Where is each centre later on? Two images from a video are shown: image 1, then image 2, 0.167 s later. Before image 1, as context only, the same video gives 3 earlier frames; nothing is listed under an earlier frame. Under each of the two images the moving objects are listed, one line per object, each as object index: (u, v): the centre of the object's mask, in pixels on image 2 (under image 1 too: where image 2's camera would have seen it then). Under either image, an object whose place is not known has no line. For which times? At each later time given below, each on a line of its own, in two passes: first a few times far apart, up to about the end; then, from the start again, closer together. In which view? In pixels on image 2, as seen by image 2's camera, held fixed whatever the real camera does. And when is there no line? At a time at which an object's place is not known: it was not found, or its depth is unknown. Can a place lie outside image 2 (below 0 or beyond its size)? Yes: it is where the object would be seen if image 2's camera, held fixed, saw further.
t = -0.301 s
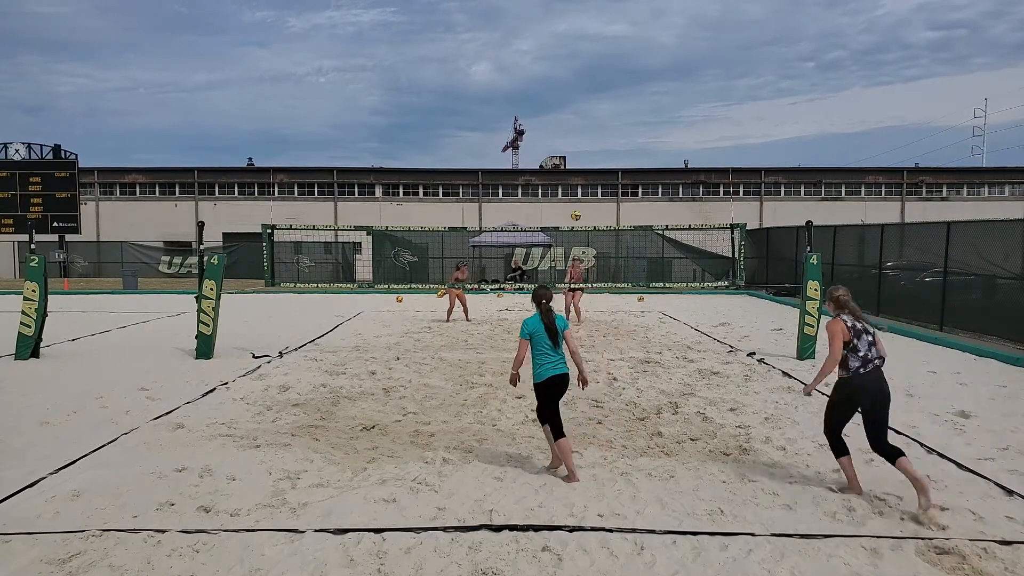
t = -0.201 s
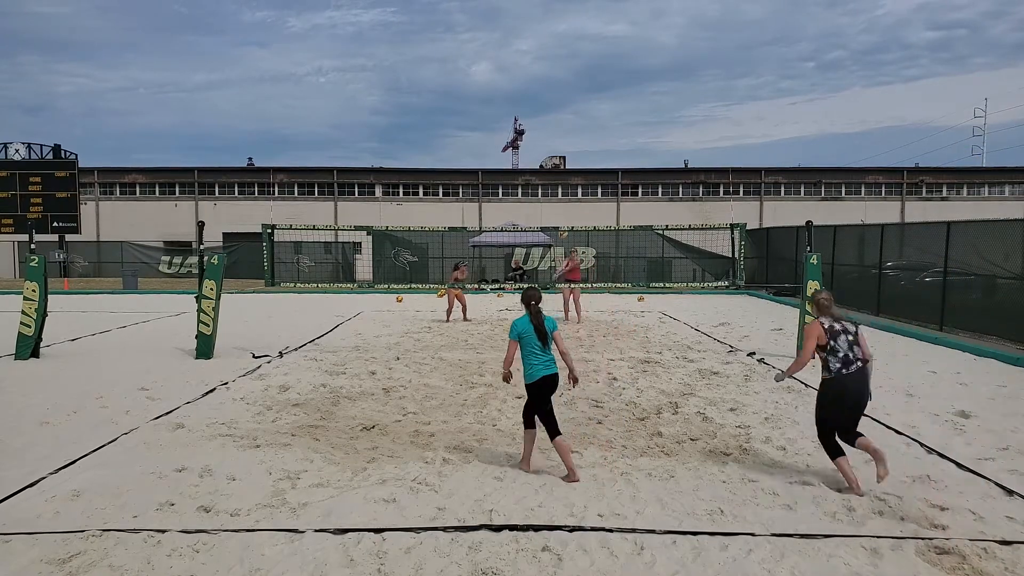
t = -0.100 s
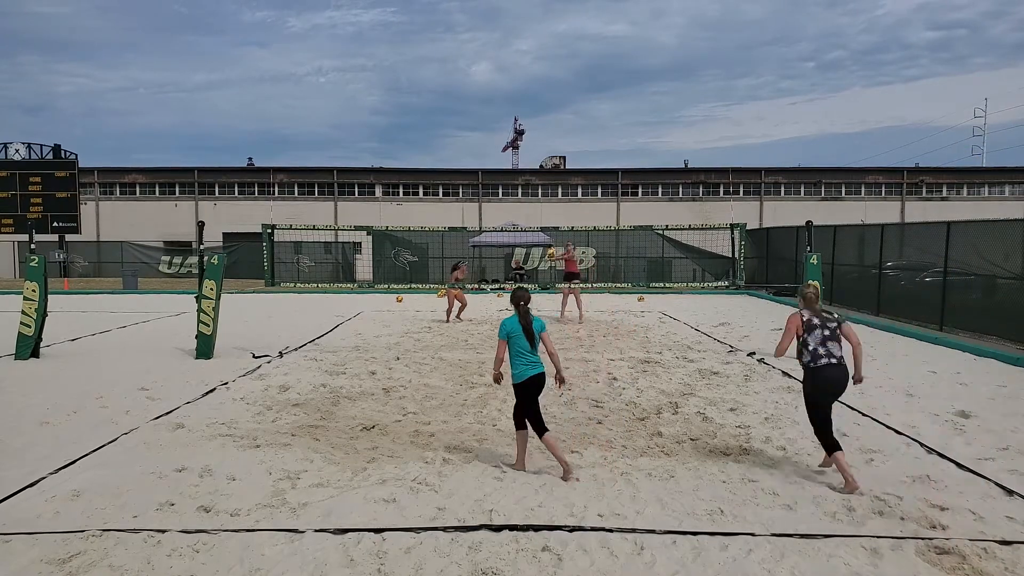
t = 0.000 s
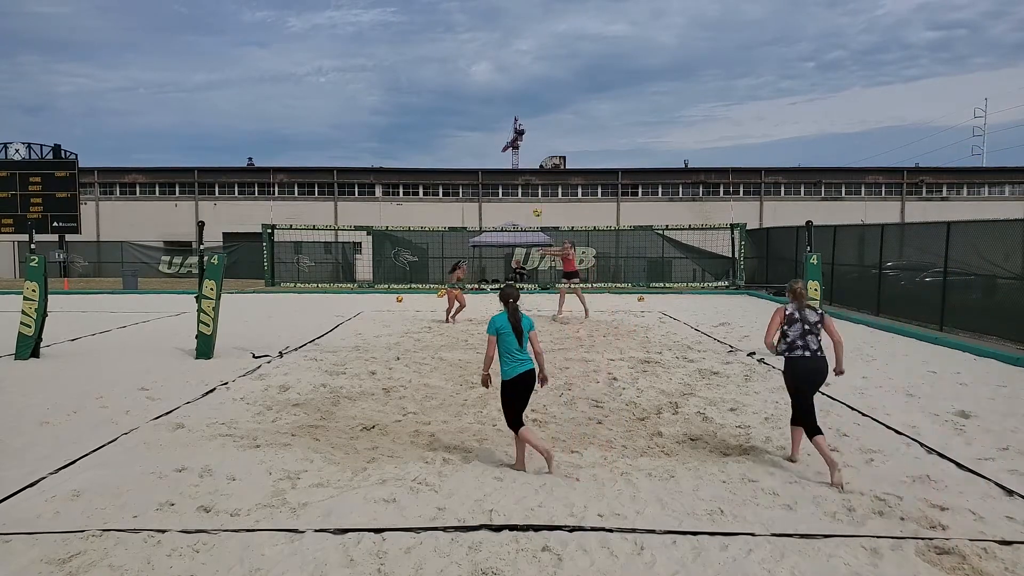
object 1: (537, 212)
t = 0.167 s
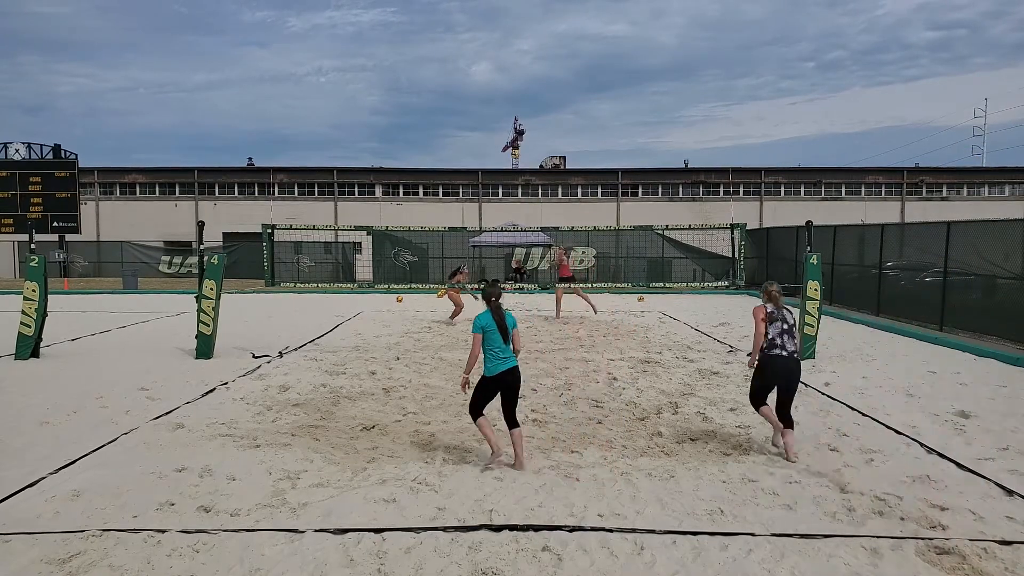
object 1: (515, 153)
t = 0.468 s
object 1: (478, 85)
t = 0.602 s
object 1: (463, 68)
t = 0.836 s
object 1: (438, 56)
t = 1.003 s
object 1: (422, 60)
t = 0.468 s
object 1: (478, 85)
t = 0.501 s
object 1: (474, 80)
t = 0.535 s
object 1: (470, 75)
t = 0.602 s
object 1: (463, 68)
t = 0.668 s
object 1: (456, 62)
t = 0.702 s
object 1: (452, 60)
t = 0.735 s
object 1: (449, 59)
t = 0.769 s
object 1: (445, 57)
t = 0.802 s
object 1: (442, 56)
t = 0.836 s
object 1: (438, 56)
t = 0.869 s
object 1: (435, 56)
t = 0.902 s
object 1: (432, 56)
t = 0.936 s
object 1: (429, 56)
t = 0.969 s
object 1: (426, 58)
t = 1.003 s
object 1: (422, 60)
